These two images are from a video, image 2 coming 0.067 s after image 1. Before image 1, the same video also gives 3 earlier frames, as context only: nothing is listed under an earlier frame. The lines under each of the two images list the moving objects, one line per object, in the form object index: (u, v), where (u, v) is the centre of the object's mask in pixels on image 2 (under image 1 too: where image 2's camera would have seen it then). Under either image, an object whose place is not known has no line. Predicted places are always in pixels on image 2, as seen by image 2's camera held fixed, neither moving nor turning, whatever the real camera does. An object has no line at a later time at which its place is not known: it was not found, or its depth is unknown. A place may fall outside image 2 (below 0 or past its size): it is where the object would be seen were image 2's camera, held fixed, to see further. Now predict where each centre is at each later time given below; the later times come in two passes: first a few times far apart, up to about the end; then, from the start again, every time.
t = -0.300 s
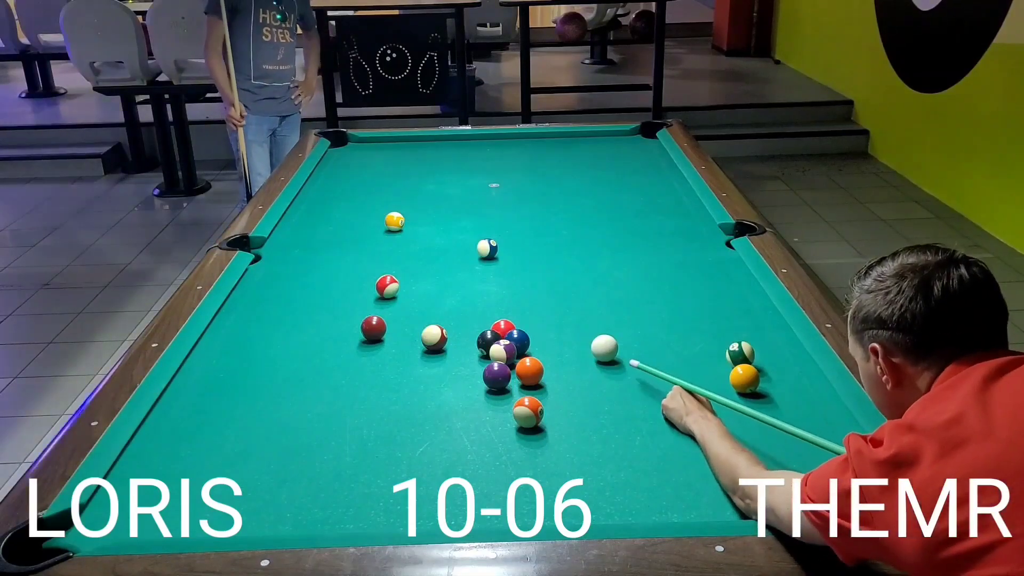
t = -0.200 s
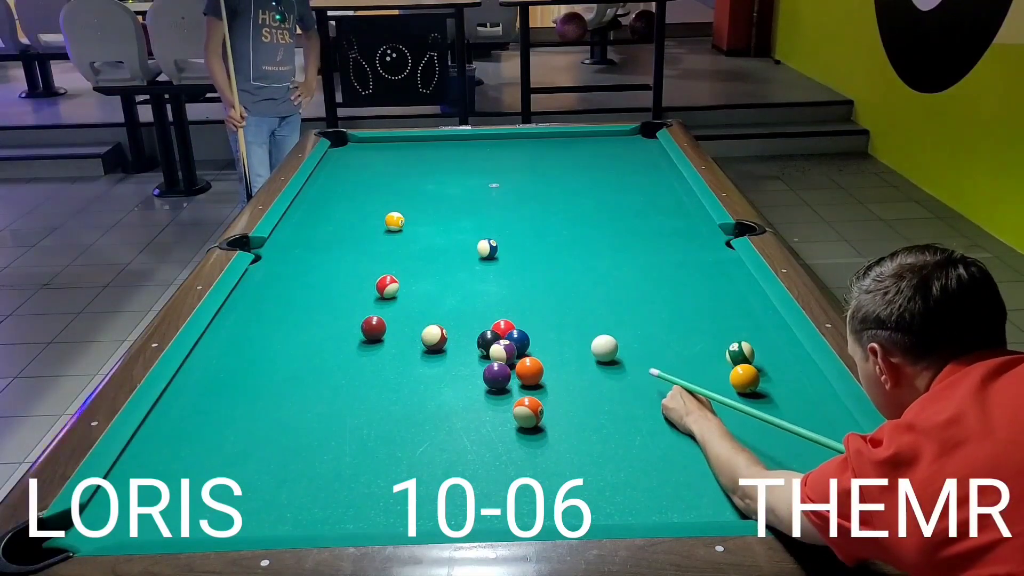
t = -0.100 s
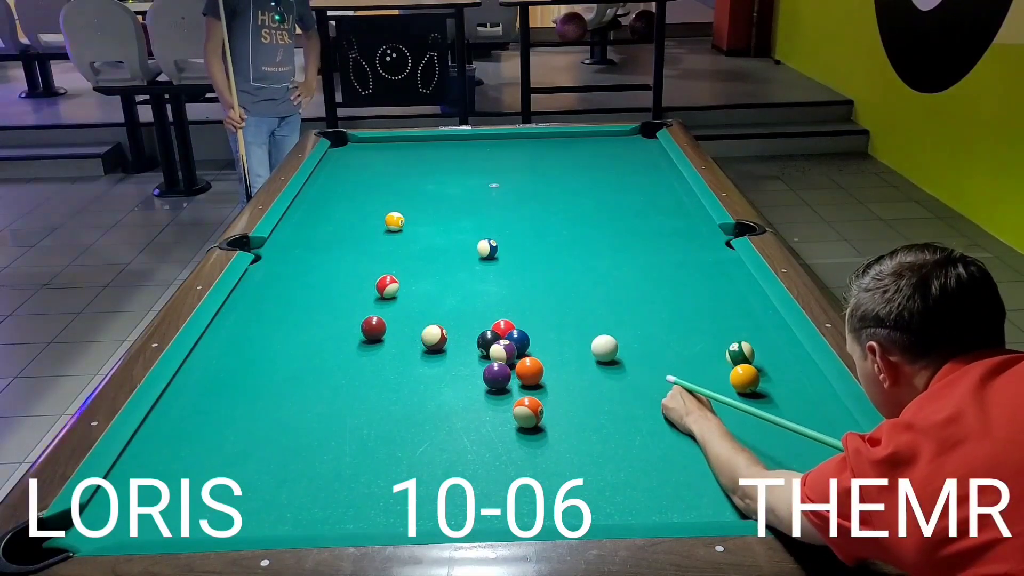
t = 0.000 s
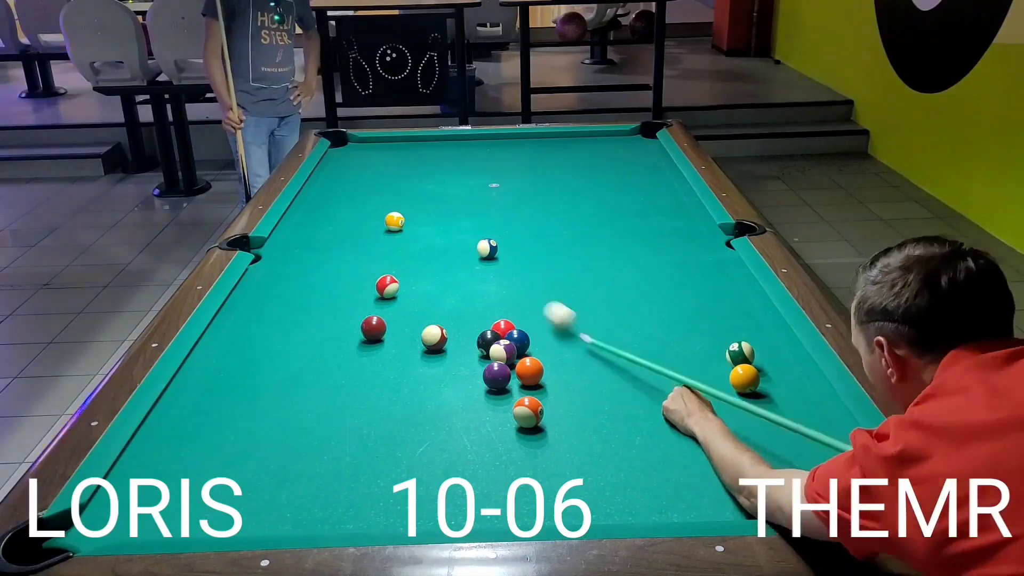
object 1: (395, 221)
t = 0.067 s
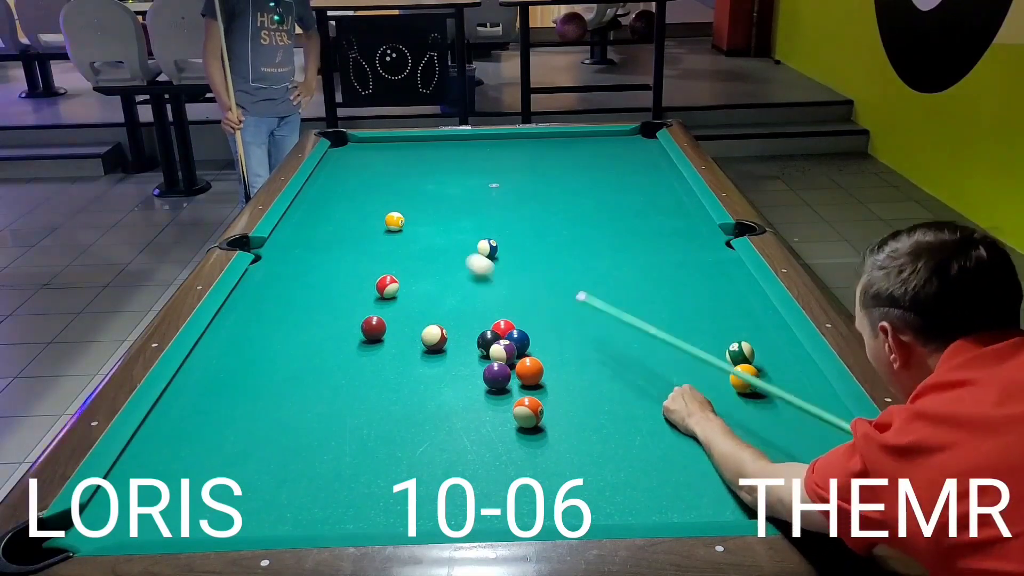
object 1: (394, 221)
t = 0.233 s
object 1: (297, 207)
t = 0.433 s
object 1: (415, 188)
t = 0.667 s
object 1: (526, 170)
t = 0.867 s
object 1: (610, 157)
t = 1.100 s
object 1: (628, 149)
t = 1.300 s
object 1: (589, 148)
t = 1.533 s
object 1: (547, 146)
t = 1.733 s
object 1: (514, 145)
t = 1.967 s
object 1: (476, 143)
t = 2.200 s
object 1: (440, 142)
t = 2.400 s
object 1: (410, 141)
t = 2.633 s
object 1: (377, 140)
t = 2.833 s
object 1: (350, 139)
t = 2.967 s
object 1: (334, 145)
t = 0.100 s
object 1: (394, 221)
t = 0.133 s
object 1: (394, 221)
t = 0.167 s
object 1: (367, 217)
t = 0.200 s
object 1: (329, 212)
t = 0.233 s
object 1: (297, 207)
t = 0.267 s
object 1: (317, 204)
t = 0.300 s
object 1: (339, 200)
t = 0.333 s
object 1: (360, 196)
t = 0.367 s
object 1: (380, 193)
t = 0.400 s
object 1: (398, 191)
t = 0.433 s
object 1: (415, 188)
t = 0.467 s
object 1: (432, 185)
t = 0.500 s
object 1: (448, 182)
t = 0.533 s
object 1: (464, 180)
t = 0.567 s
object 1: (480, 178)
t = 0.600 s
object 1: (495, 175)
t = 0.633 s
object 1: (510, 173)
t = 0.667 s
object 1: (526, 170)
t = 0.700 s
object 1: (540, 168)
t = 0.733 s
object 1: (555, 166)
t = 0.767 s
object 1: (569, 164)
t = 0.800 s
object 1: (583, 161)
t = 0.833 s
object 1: (597, 159)
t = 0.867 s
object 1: (610, 157)
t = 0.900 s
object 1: (624, 155)
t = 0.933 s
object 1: (637, 153)
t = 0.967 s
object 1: (650, 151)
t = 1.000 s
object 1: (655, 149)
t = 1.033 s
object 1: (645, 149)
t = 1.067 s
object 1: (636, 149)
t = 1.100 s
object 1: (628, 149)
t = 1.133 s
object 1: (620, 149)
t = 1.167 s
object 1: (614, 149)
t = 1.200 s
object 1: (607, 148)
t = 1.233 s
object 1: (601, 148)
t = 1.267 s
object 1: (595, 148)
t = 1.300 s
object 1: (589, 148)
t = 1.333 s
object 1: (583, 148)
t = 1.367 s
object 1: (577, 147)
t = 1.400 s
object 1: (571, 147)
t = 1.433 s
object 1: (565, 147)
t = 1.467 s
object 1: (559, 147)
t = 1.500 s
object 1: (554, 146)
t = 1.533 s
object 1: (547, 146)
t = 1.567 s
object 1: (542, 146)
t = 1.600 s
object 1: (536, 146)
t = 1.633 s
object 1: (531, 146)
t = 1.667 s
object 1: (525, 145)
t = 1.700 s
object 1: (519, 145)
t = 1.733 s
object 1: (514, 145)
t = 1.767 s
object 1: (508, 145)
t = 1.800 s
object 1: (503, 145)
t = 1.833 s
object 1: (497, 144)
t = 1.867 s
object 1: (492, 144)
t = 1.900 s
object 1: (487, 144)
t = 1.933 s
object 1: (481, 144)
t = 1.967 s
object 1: (476, 143)
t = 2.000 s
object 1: (471, 143)
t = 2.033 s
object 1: (465, 143)
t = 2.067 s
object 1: (460, 143)
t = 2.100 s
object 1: (455, 143)
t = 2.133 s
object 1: (450, 143)
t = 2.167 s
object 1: (445, 143)
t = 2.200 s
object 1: (440, 142)
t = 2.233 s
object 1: (435, 142)
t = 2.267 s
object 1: (430, 142)
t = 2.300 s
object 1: (425, 142)
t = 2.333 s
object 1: (420, 142)
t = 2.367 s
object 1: (415, 141)
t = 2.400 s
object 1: (410, 141)
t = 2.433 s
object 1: (405, 141)
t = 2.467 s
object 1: (401, 141)
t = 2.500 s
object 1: (396, 141)
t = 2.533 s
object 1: (391, 140)
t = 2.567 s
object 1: (386, 140)
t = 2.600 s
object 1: (382, 140)
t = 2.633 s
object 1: (377, 140)
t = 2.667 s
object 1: (372, 140)
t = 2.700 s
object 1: (368, 140)
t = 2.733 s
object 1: (363, 139)
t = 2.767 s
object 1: (359, 139)
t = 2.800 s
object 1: (354, 139)
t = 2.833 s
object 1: (350, 139)
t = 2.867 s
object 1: (345, 138)
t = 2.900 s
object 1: (341, 139)
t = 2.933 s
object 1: (337, 142)
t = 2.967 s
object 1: (334, 145)
